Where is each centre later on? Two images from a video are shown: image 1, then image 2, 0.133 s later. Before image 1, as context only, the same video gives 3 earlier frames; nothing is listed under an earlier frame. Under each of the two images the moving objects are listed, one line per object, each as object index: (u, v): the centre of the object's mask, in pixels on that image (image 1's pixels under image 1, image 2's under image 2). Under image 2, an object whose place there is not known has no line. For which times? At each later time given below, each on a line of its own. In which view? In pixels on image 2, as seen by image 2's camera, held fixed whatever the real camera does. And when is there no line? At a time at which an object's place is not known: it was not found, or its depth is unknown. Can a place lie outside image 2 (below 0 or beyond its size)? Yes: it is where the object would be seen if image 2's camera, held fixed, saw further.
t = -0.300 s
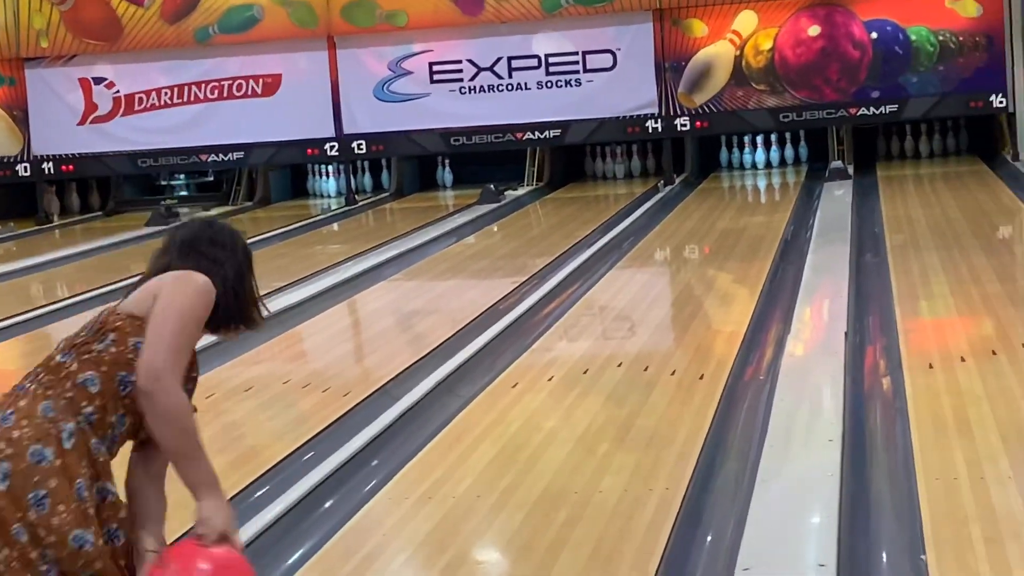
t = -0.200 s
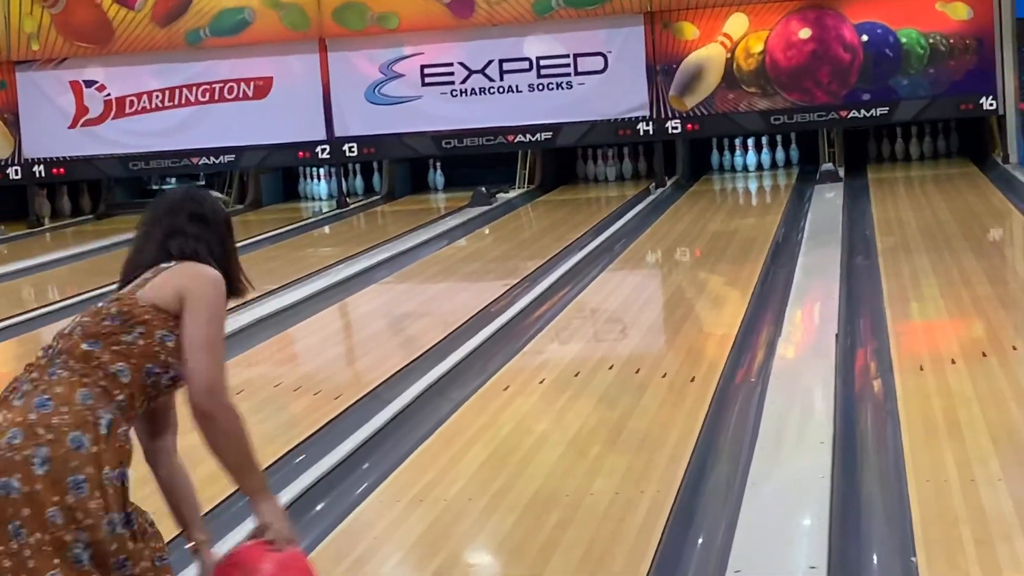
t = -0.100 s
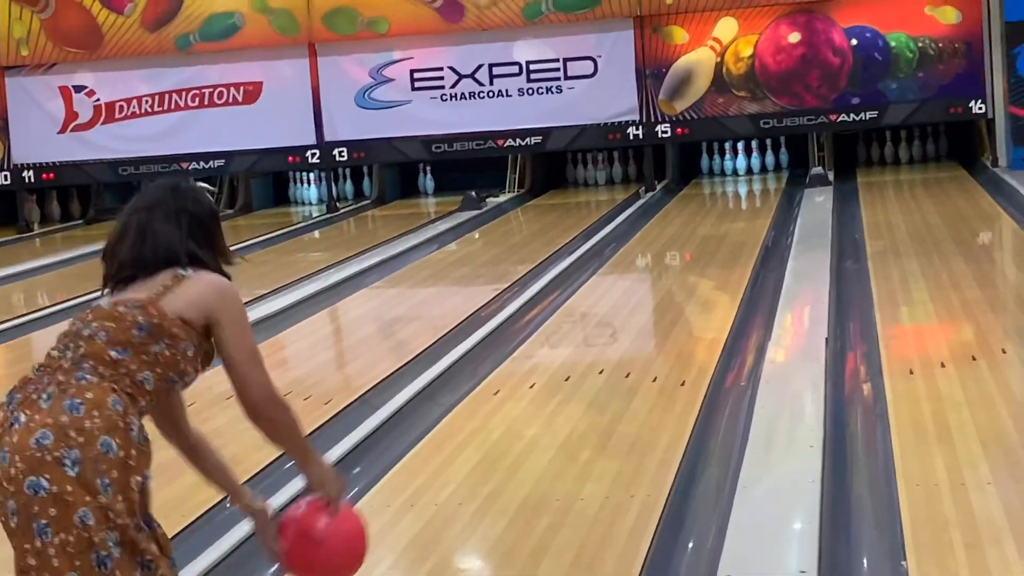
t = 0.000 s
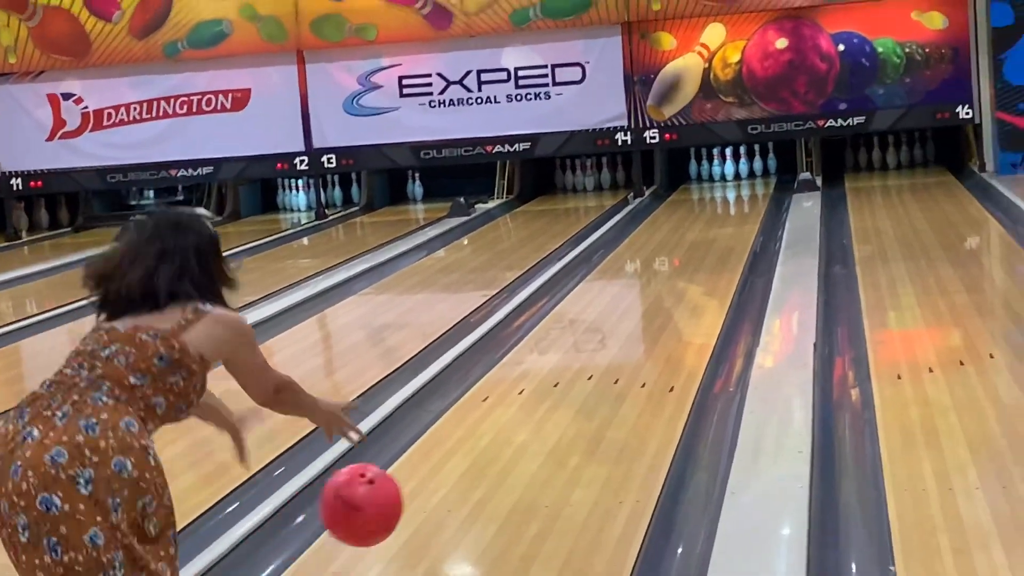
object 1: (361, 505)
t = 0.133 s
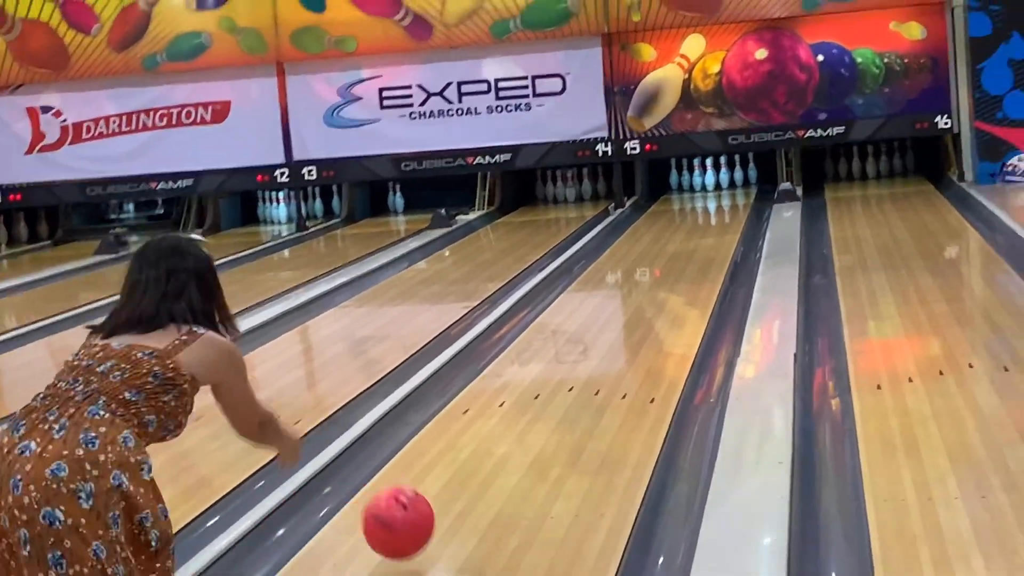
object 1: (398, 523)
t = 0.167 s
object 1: (412, 526)
